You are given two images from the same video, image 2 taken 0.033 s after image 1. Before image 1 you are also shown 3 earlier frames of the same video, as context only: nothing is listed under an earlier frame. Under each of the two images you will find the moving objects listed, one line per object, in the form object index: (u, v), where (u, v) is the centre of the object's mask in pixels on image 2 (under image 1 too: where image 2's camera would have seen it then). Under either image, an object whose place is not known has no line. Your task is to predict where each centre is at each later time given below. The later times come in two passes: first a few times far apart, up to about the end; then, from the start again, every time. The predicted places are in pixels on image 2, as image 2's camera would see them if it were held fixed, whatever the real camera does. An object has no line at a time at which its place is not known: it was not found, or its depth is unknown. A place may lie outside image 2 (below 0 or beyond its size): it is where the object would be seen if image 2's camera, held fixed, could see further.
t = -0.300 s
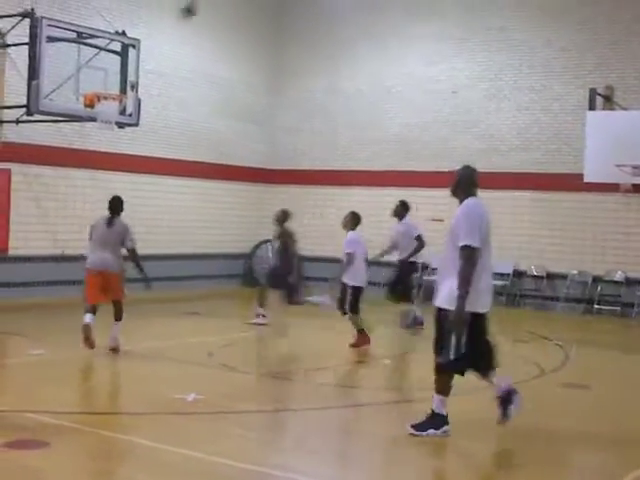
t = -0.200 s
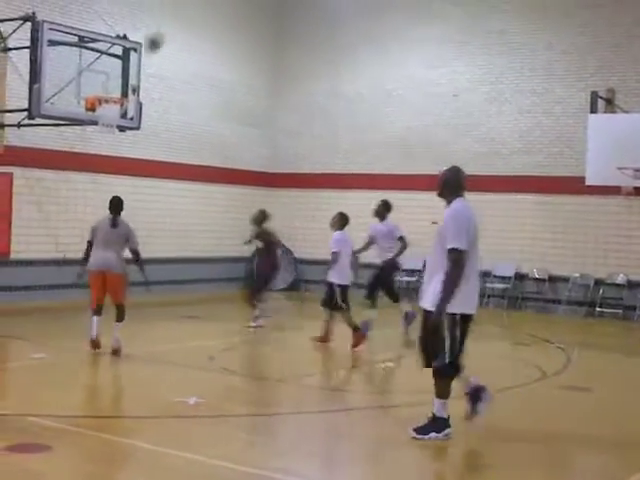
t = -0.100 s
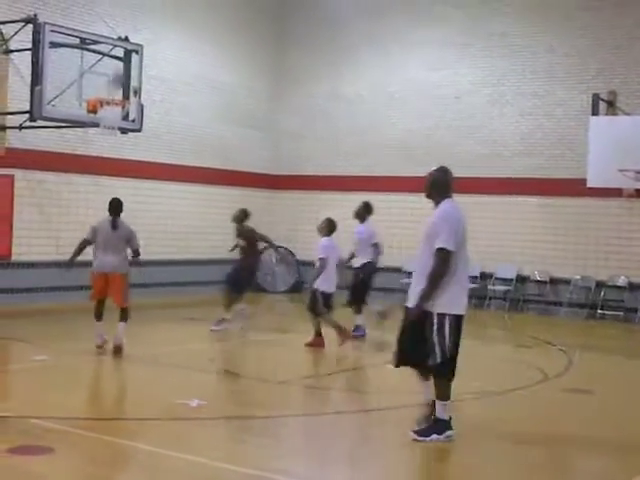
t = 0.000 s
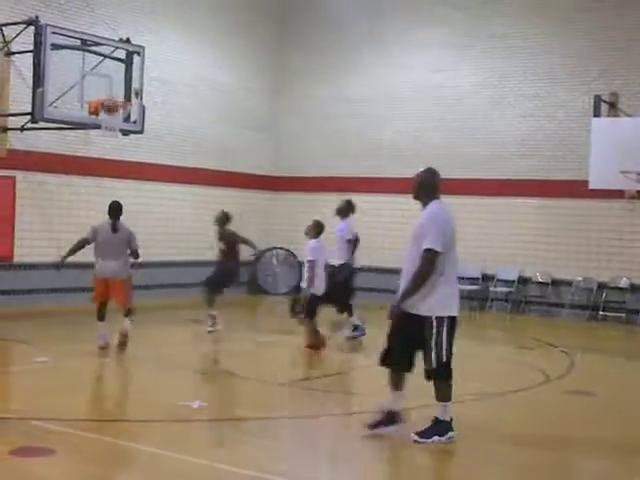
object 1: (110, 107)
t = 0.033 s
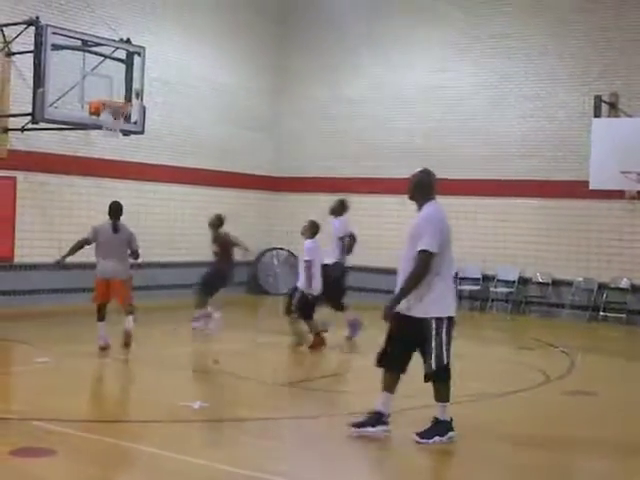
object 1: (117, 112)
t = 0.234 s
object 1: (129, 115)
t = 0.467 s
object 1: (106, 128)
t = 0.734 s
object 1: (83, 168)
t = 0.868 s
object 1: (67, 207)
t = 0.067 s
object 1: (123, 114)
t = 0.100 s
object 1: (130, 115)
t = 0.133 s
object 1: (131, 115)
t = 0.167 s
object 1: (131, 115)
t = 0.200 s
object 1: (131, 114)
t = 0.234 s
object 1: (129, 115)
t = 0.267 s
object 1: (127, 117)
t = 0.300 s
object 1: (123, 118)
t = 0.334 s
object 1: (121, 119)
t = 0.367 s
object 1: (118, 120)
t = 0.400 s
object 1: (115, 122)
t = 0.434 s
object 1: (109, 122)
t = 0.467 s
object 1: (106, 128)
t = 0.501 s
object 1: (104, 129)
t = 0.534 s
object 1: (99, 136)
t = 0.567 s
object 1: (96, 137)
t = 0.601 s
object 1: (93, 141)
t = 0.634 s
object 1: (91, 146)
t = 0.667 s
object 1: (88, 152)
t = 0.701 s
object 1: (83, 158)
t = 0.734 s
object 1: (83, 168)
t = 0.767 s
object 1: (78, 178)
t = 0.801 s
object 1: (74, 186)
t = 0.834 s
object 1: (71, 196)
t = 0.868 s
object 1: (67, 207)
